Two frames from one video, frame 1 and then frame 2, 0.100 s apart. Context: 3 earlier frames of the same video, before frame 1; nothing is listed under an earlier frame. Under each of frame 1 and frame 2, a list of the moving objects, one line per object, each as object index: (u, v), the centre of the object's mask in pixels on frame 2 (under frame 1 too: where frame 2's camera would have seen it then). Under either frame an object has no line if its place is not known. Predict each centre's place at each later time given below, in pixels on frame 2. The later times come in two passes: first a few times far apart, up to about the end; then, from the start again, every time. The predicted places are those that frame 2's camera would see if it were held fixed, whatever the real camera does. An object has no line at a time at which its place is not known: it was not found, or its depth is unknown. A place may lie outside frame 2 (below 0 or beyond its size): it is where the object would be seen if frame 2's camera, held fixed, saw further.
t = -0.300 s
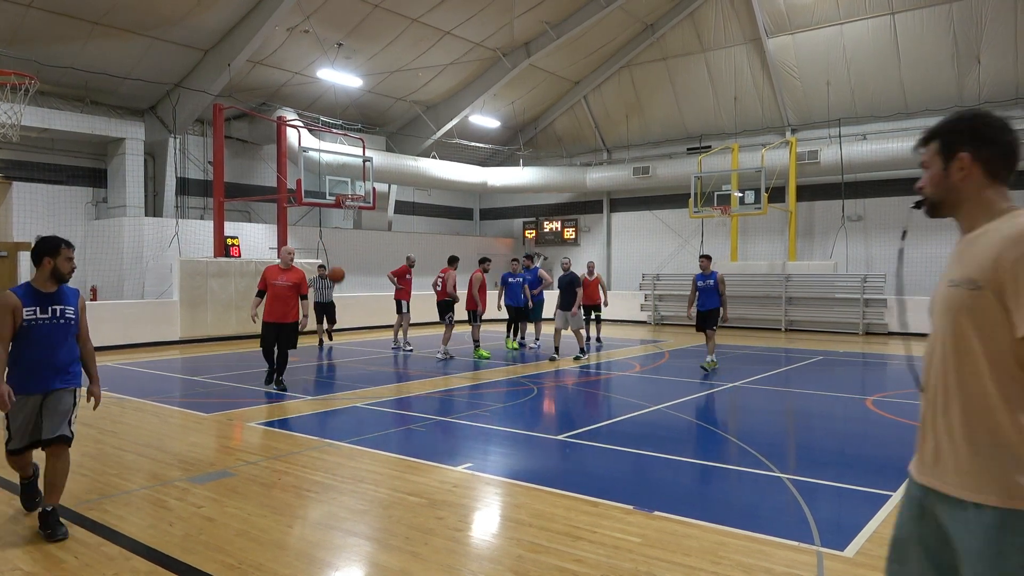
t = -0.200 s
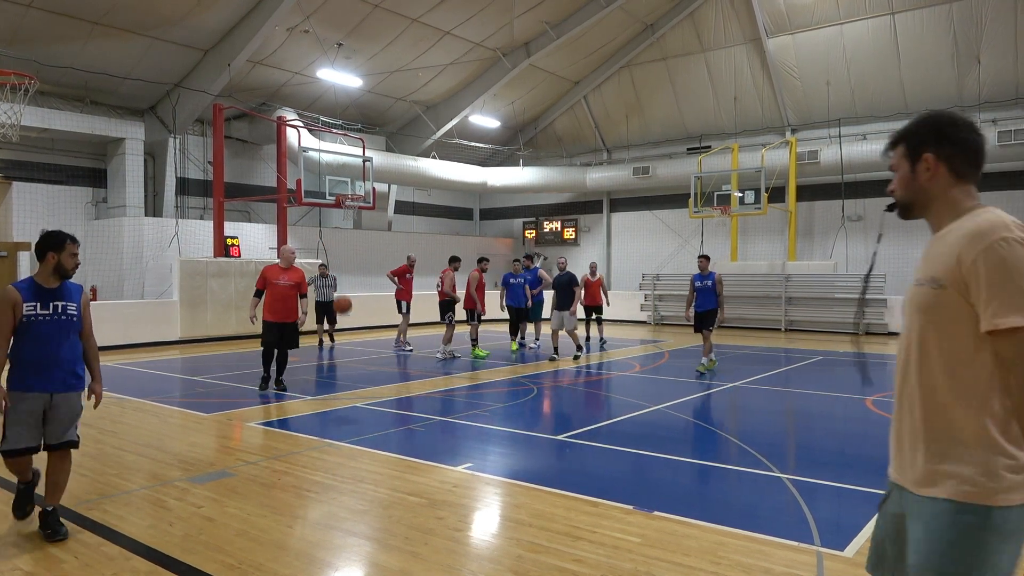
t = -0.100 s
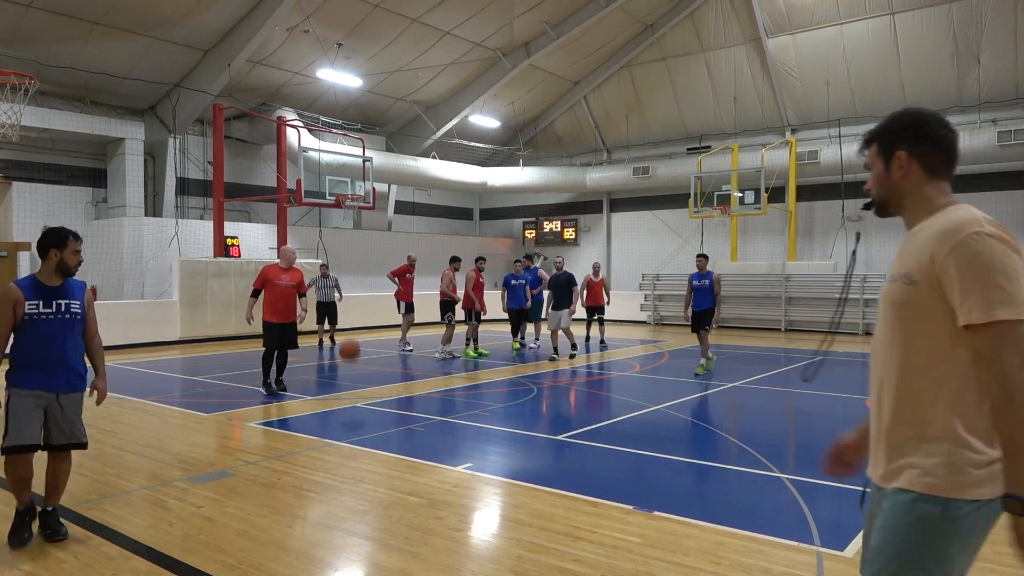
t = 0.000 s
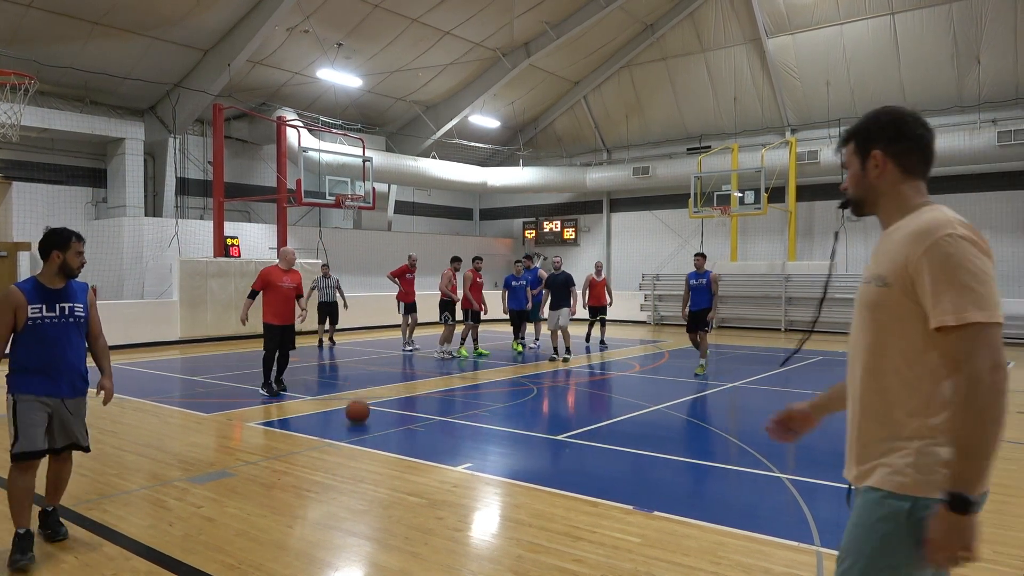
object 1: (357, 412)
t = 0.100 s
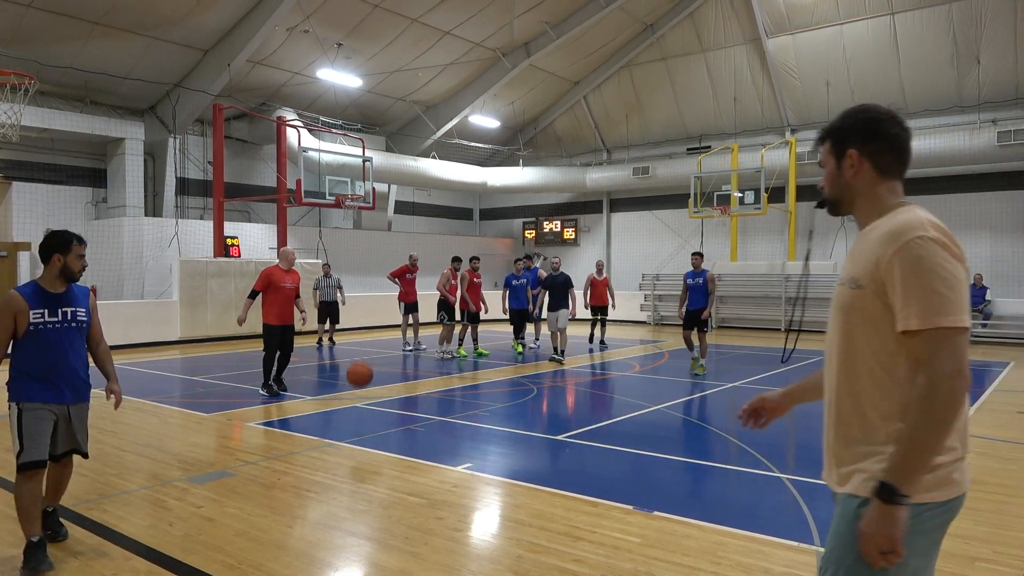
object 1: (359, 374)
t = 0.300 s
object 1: (366, 319)
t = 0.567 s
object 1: (379, 315)
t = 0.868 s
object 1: (413, 559)
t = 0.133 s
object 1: (360, 363)
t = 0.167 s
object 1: (361, 353)
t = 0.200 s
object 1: (362, 343)
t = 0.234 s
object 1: (363, 334)
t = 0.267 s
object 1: (364, 326)
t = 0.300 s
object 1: (366, 319)
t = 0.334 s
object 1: (367, 313)
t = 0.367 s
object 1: (368, 308)
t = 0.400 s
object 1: (370, 305)
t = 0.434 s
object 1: (371, 303)
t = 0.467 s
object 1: (373, 303)
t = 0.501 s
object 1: (374, 305)
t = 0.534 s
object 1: (376, 309)
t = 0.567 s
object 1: (379, 315)
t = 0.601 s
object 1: (381, 325)
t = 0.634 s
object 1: (383, 337)
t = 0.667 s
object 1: (387, 353)
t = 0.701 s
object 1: (390, 374)
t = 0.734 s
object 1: (393, 400)
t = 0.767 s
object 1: (398, 431)
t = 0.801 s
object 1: (402, 470)
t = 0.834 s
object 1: (407, 518)
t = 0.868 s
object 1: (413, 559)
